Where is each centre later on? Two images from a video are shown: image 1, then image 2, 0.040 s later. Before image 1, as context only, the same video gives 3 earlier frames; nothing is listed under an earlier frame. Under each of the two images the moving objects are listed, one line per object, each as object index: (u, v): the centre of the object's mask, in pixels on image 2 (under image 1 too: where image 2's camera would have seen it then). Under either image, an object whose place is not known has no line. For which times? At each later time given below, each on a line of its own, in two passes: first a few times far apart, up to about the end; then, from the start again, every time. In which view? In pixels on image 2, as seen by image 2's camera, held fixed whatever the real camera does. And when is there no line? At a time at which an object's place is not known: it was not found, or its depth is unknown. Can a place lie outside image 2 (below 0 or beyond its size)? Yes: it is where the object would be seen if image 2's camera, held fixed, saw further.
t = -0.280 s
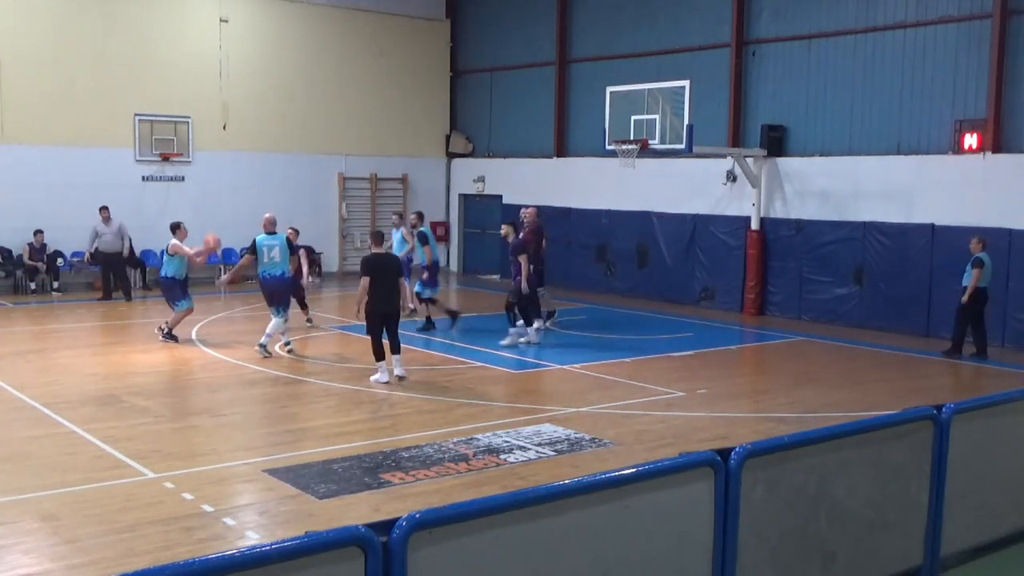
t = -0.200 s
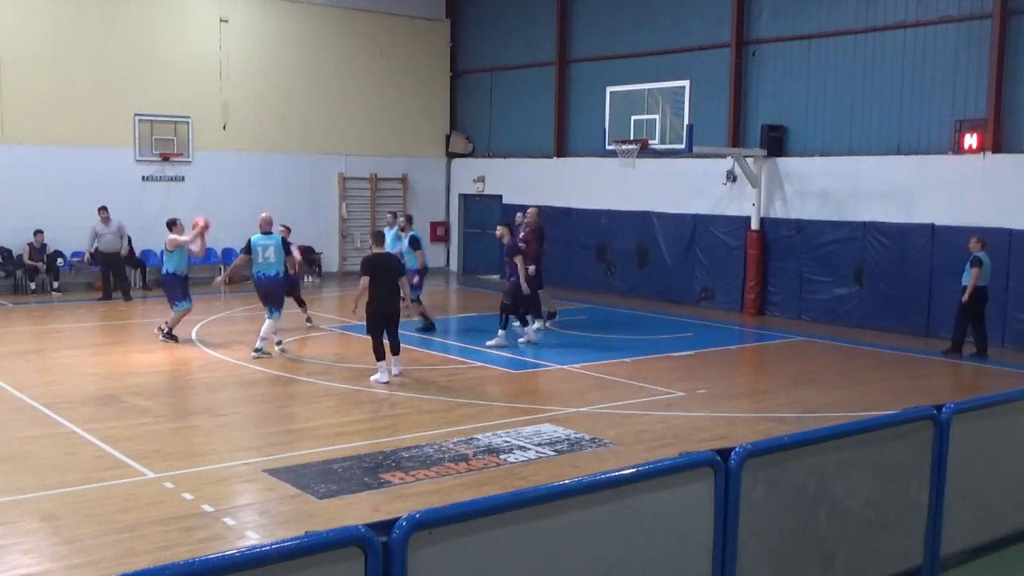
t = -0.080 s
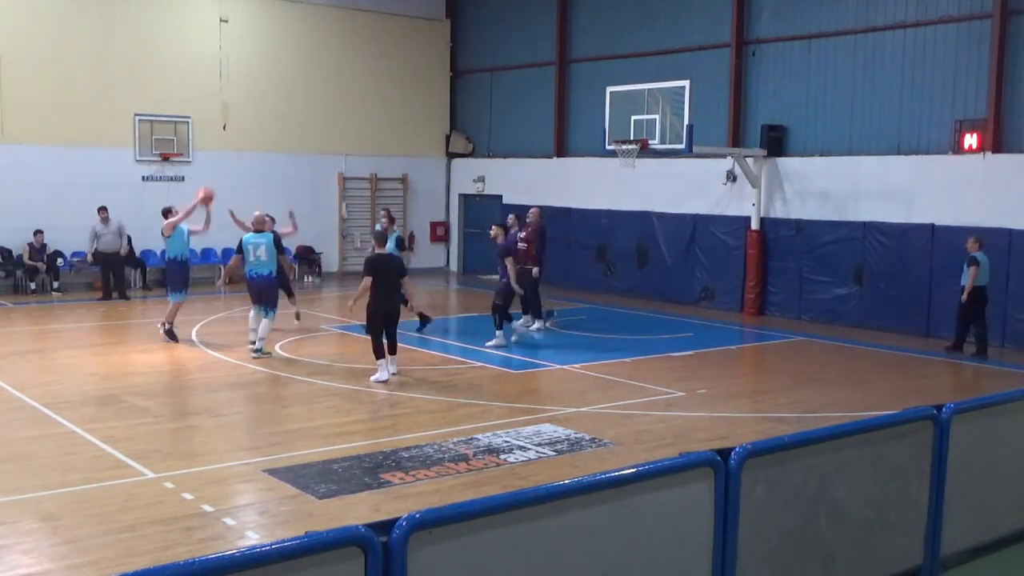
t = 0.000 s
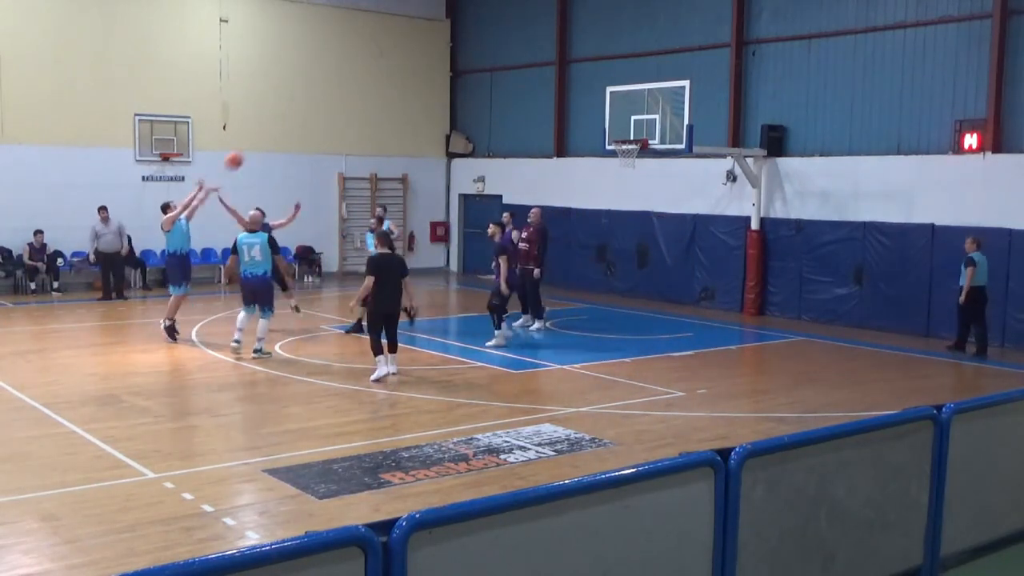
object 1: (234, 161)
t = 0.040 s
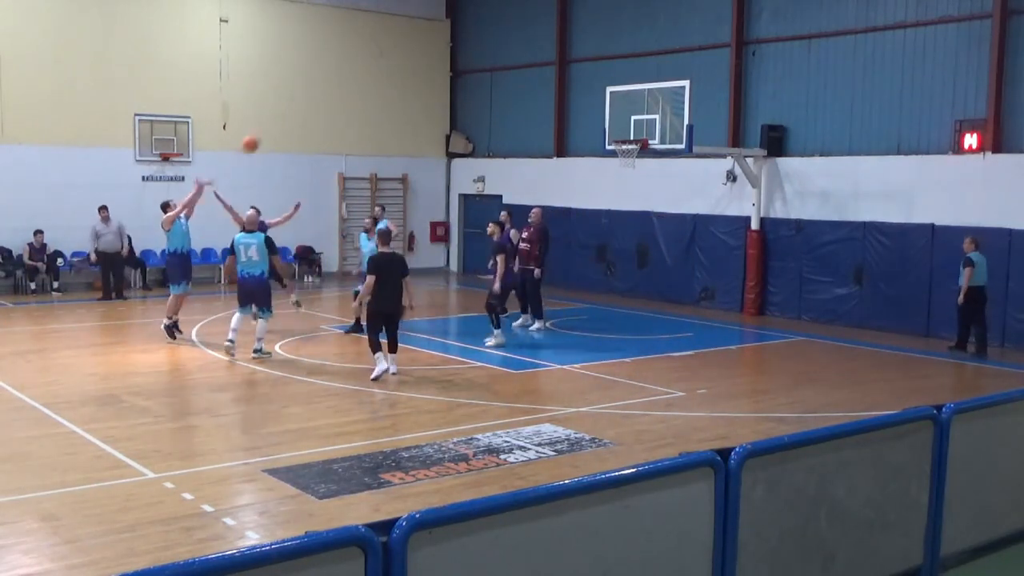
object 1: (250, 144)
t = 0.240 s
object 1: (328, 79)
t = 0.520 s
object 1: (430, 38)
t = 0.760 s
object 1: (511, 43)
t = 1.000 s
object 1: (585, 85)
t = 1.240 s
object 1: (640, 112)
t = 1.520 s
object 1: (638, 72)
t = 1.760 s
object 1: (634, 75)
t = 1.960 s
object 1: (632, 105)
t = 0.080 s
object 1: (266, 128)
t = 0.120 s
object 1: (282, 114)
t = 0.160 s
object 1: (297, 102)
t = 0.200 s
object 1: (312, 91)
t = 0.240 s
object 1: (328, 79)
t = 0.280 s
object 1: (342, 70)
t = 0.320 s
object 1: (358, 62)
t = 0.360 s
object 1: (374, 54)
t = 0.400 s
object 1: (388, 49)
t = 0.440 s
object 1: (401, 44)
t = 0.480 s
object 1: (416, 41)
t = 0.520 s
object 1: (430, 38)
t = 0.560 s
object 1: (444, 36)
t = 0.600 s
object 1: (458, 36)
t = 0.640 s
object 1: (471, 37)
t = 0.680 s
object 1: (485, 38)
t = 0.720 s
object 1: (498, 40)
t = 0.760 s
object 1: (511, 43)
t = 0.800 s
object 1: (524, 47)
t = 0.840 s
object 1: (537, 53)
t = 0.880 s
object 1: (549, 59)
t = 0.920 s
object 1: (561, 68)
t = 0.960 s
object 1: (573, 75)
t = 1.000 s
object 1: (585, 85)
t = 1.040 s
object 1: (597, 94)
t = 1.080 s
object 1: (608, 106)
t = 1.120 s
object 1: (620, 118)
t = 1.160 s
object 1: (631, 130)
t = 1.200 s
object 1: (637, 126)
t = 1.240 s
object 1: (640, 112)
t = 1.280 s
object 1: (640, 104)
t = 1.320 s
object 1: (640, 96)
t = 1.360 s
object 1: (640, 90)
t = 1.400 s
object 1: (639, 84)
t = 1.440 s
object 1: (639, 79)
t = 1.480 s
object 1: (638, 75)
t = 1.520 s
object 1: (638, 72)
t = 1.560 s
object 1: (637, 70)
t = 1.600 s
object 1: (637, 70)
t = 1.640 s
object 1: (637, 70)
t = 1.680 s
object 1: (637, 70)
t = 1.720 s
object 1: (636, 71)
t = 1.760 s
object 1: (634, 75)
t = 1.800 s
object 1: (635, 79)
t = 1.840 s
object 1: (634, 85)
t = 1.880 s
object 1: (633, 91)
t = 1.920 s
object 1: (633, 98)
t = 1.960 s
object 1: (632, 105)
